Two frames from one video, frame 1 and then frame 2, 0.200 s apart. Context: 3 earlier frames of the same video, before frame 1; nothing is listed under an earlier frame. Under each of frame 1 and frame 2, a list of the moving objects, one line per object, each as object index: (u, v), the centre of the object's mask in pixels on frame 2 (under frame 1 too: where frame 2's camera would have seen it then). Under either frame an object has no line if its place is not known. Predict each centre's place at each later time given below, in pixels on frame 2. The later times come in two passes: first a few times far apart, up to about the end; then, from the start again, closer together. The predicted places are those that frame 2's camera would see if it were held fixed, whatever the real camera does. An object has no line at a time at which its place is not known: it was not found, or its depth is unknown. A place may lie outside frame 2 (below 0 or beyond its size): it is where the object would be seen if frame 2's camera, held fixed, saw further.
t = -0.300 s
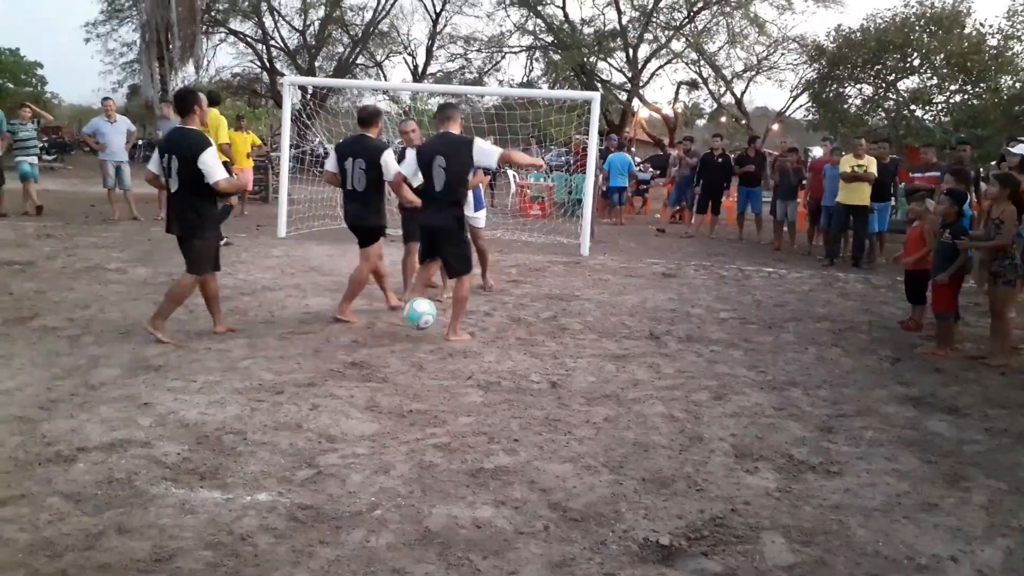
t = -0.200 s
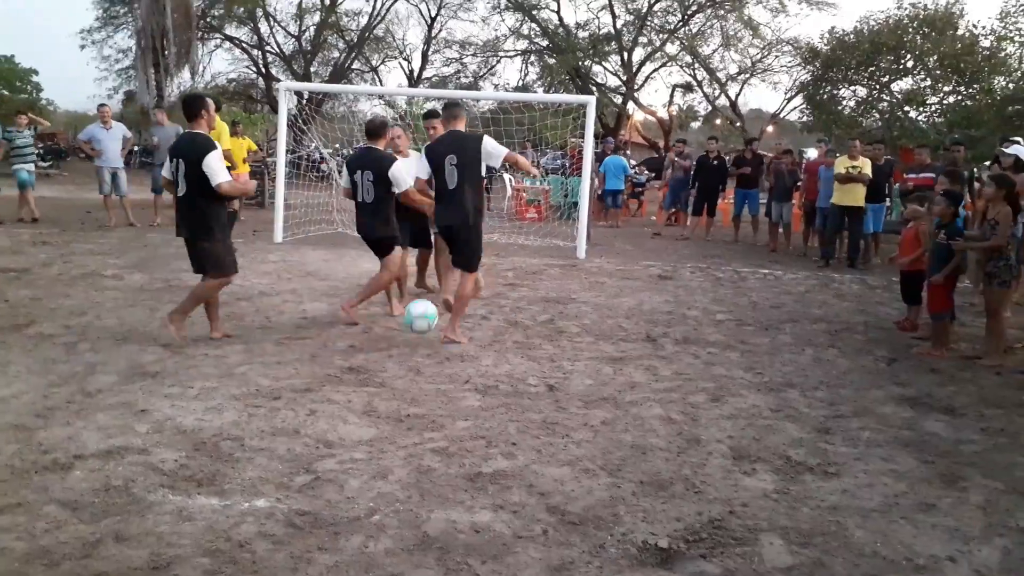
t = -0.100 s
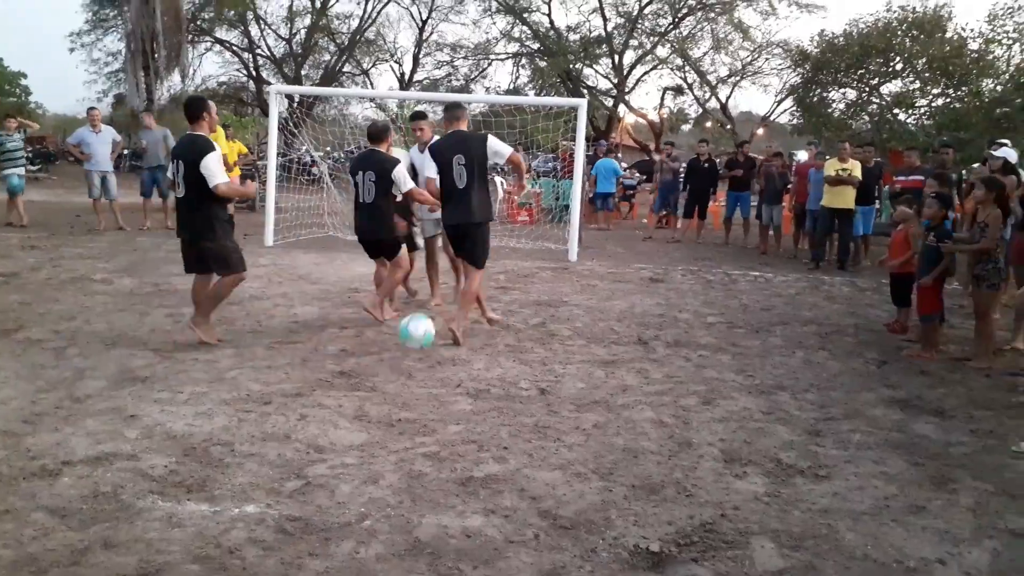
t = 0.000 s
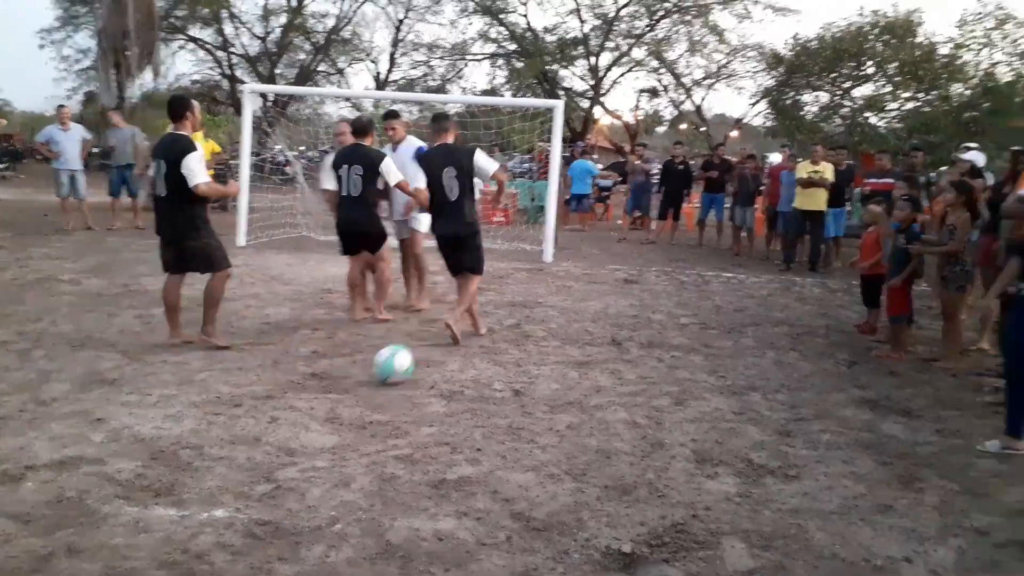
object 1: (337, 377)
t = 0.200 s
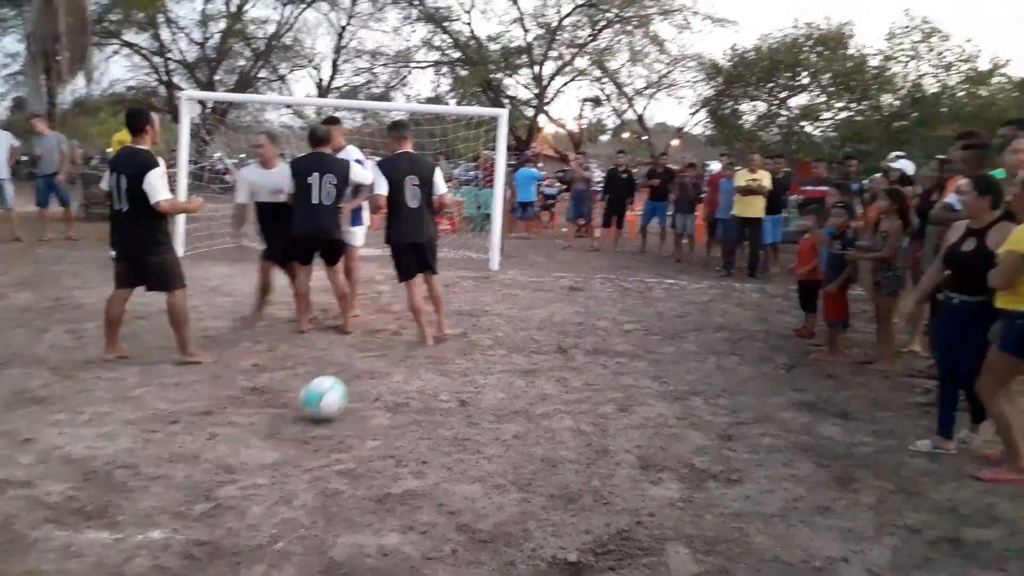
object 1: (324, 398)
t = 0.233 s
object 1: (320, 404)
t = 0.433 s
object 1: (307, 426)
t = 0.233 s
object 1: (320, 404)
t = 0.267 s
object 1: (318, 407)
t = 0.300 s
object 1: (317, 411)
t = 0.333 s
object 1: (314, 417)
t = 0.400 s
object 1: (310, 426)
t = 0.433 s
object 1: (307, 426)
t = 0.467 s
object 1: (304, 427)
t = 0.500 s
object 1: (302, 433)
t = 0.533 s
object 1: (299, 441)
